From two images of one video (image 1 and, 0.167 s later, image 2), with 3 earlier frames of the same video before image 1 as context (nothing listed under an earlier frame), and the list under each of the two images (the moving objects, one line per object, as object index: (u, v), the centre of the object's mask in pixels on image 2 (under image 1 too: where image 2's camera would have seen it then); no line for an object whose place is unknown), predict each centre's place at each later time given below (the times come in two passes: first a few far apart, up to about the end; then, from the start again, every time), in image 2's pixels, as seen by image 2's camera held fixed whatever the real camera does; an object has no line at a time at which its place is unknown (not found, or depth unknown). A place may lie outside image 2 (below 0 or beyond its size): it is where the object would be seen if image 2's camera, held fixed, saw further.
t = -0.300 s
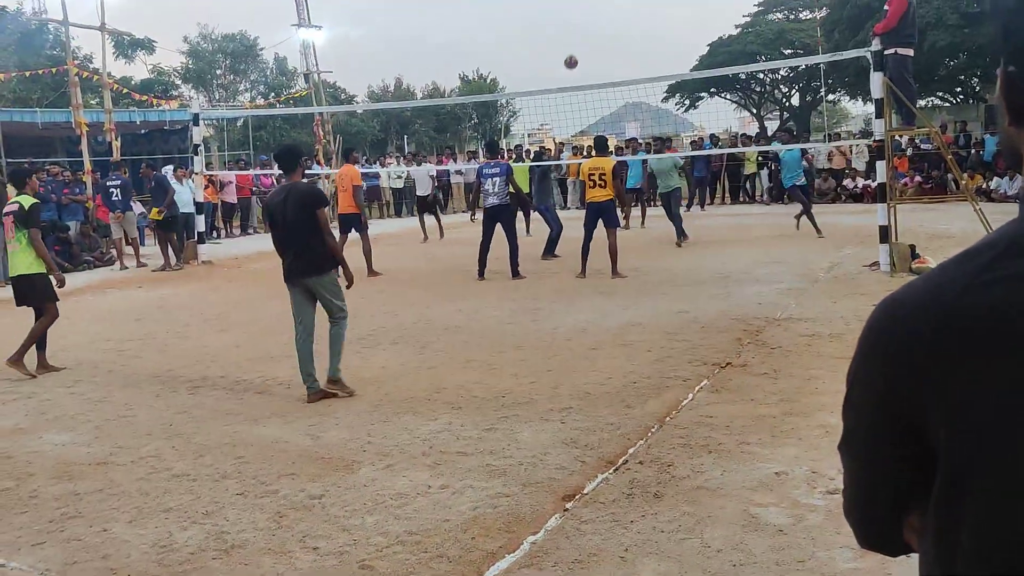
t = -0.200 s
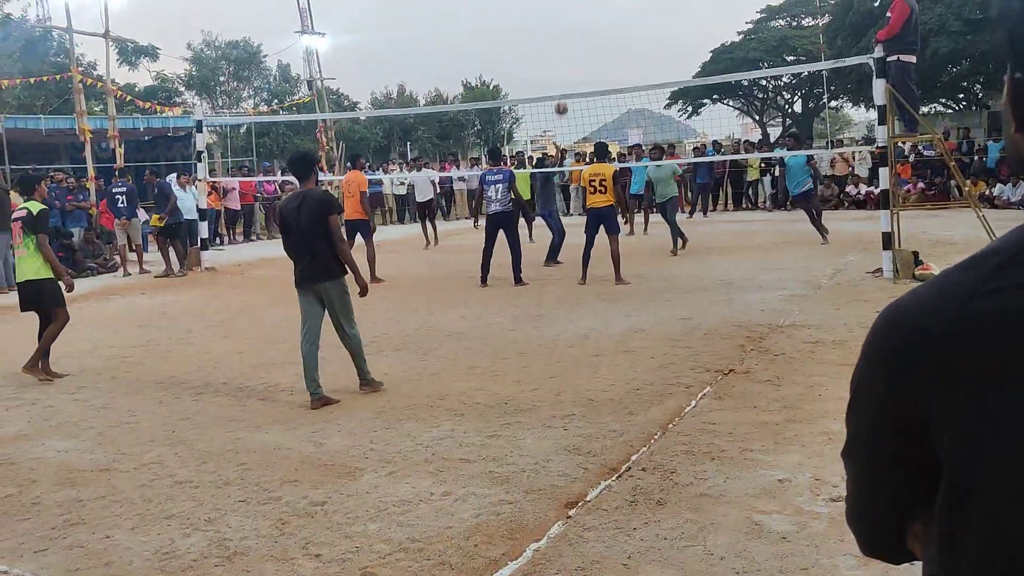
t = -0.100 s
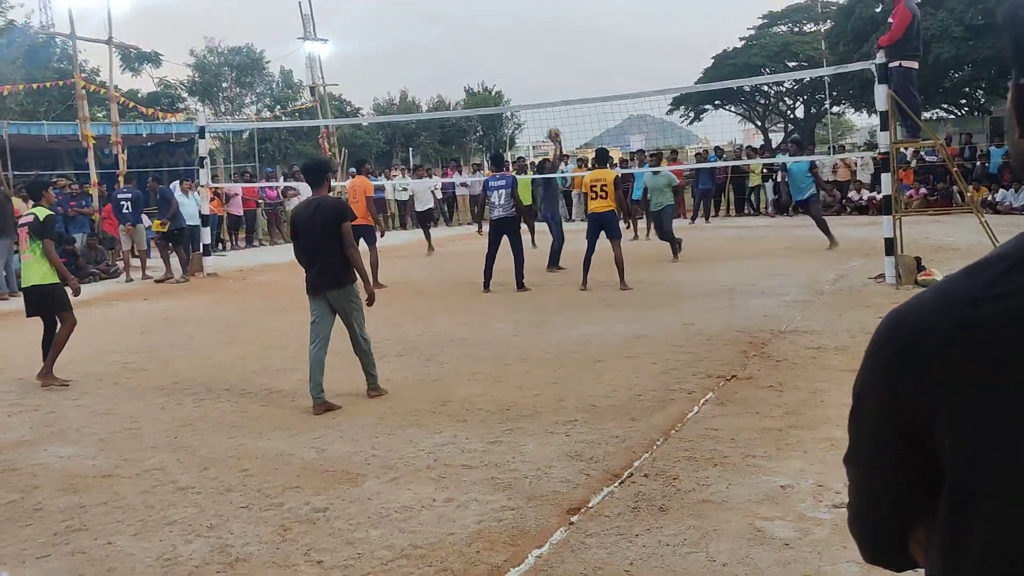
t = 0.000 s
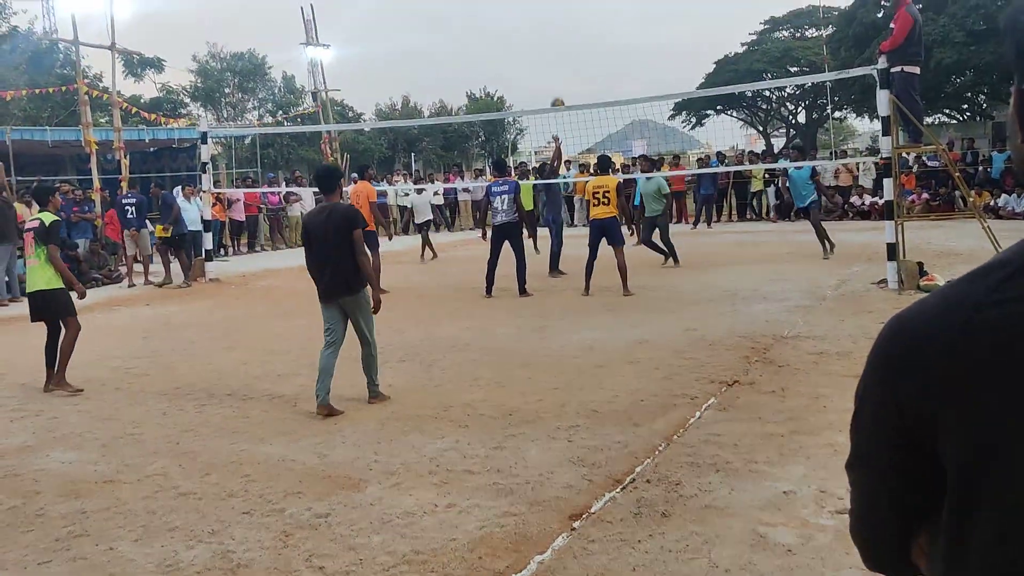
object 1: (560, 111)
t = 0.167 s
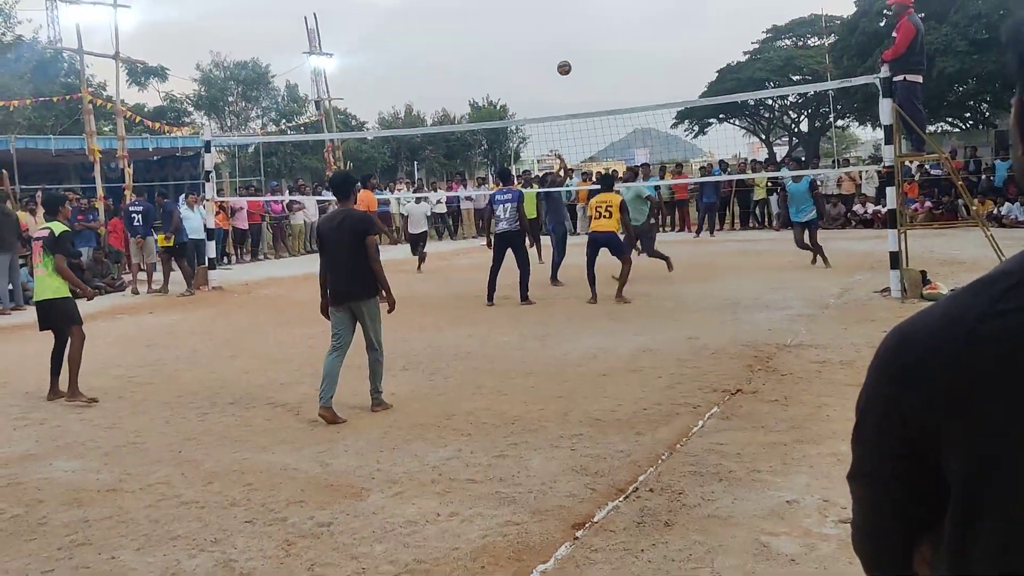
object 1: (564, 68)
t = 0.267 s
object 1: (567, 49)
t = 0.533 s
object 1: (577, 33)
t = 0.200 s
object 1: (565, 61)
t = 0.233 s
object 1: (566, 55)
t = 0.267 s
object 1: (567, 49)
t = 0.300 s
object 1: (568, 44)
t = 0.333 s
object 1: (569, 41)
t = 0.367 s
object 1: (570, 37)
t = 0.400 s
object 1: (572, 35)
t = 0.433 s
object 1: (573, 33)
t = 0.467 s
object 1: (574, 32)
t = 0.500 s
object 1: (576, 32)
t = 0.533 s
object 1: (577, 33)
